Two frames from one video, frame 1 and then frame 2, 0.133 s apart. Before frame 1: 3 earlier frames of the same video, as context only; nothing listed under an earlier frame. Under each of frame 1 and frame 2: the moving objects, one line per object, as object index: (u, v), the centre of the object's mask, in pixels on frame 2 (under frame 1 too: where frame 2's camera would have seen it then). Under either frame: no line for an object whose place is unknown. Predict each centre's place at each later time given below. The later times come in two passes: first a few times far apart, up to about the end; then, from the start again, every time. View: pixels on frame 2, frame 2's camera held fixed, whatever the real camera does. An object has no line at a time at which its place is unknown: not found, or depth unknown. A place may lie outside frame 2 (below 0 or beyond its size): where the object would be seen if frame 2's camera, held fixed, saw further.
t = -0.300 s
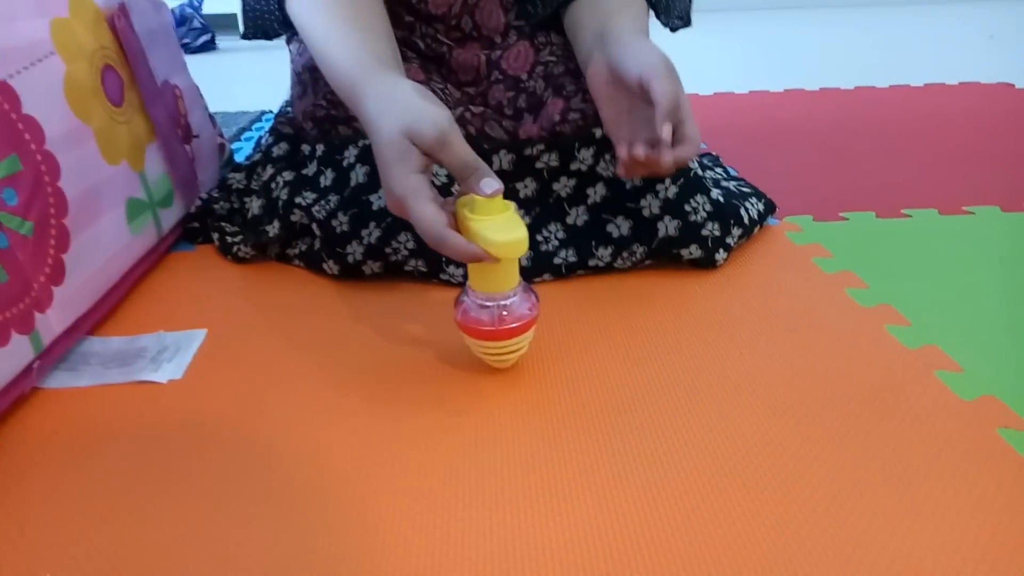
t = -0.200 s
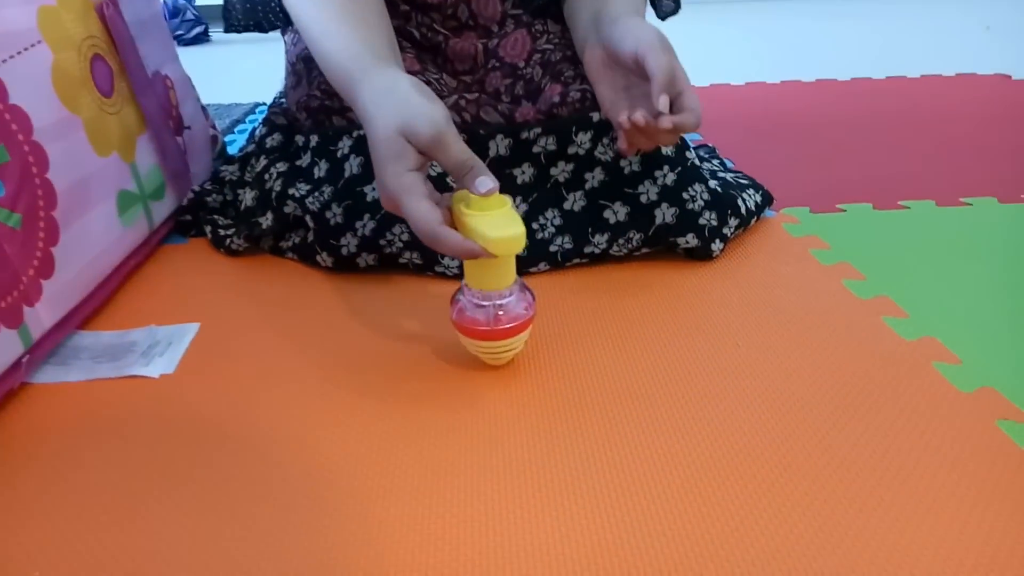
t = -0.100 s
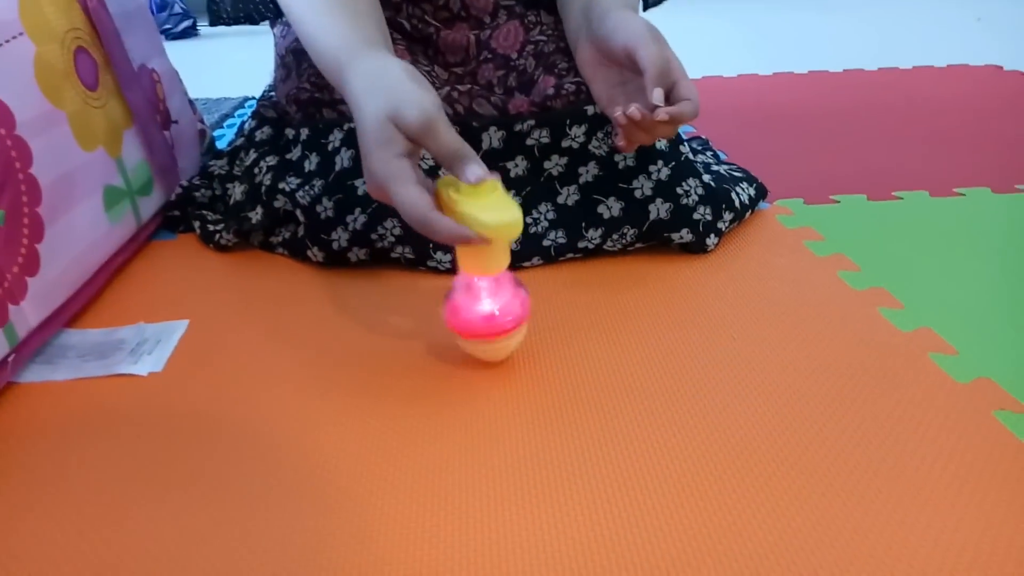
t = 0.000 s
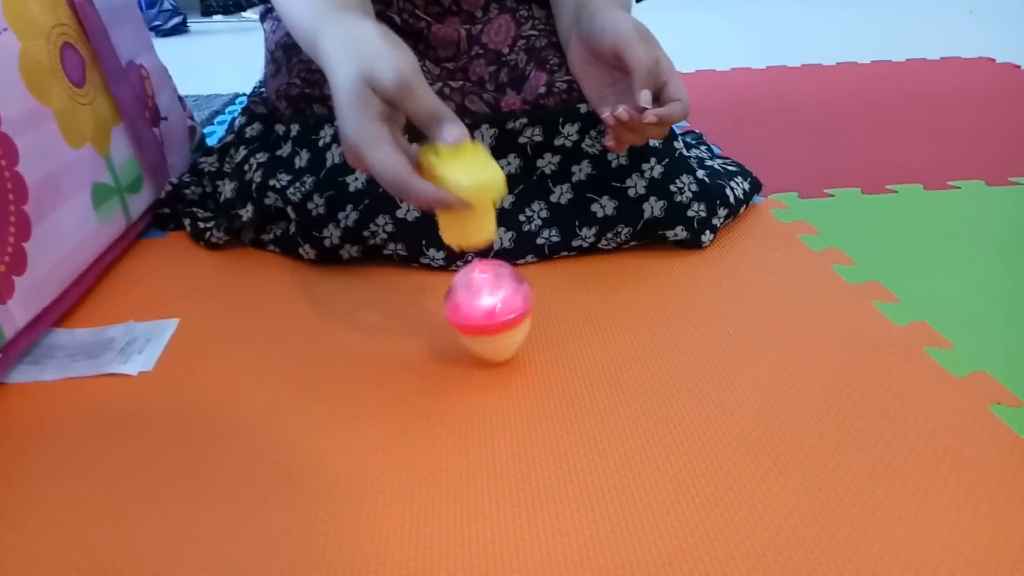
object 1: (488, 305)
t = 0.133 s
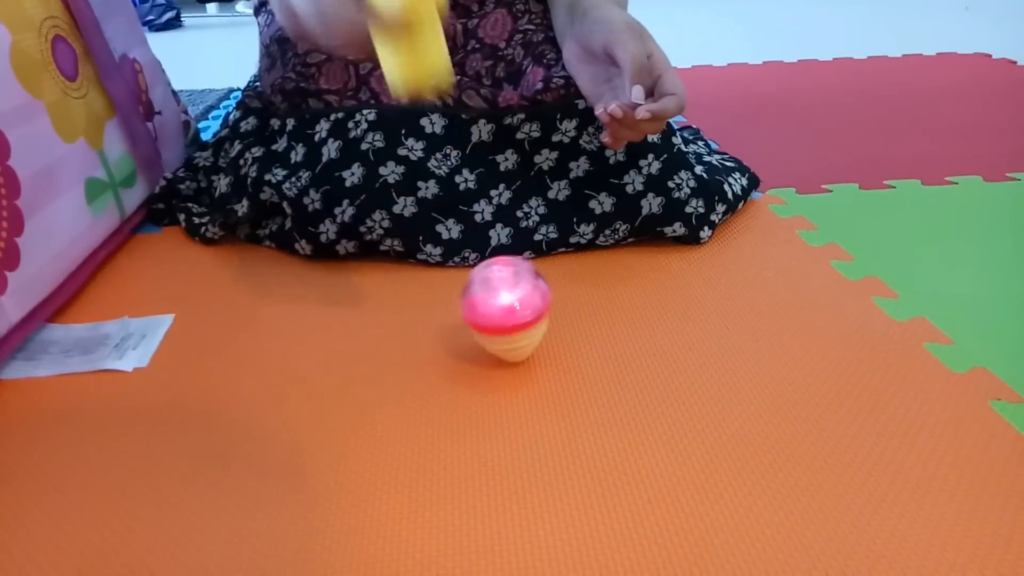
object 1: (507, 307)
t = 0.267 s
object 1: (523, 311)
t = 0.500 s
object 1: (533, 331)
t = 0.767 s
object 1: (533, 350)
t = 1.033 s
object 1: (510, 351)
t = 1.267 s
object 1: (478, 350)
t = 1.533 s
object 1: (455, 346)
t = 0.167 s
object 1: (511, 307)
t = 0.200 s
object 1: (515, 308)
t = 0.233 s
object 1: (519, 309)
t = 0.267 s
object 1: (523, 311)
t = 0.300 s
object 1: (526, 311)
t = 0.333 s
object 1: (527, 314)
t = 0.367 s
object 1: (526, 317)
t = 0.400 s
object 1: (526, 319)
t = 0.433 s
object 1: (528, 323)
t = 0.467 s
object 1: (531, 327)
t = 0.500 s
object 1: (533, 331)
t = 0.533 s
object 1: (534, 335)
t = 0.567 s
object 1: (534, 338)
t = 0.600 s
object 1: (534, 340)
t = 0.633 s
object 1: (534, 342)
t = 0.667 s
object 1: (534, 345)
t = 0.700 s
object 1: (534, 347)
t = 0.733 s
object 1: (534, 348)
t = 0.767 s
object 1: (533, 350)
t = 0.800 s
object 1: (530, 351)
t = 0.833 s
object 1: (530, 351)
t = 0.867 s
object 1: (529, 351)
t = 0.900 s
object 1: (526, 350)
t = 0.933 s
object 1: (523, 349)
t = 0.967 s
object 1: (519, 349)
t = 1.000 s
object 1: (515, 349)
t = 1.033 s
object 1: (510, 351)
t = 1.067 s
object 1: (505, 352)
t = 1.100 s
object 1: (501, 353)
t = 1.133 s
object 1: (498, 352)
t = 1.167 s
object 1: (493, 352)
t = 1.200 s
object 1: (488, 352)
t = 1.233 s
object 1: (483, 351)
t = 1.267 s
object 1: (478, 350)
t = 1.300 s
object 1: (472, 350)
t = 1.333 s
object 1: (469, 349)
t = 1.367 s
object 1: (465, 348)
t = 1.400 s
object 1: (462, 347)
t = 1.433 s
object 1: (458, 346)
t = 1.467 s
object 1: (455, 346)
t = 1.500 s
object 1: (454, 345)
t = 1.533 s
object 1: (455, 346)
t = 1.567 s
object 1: (458, 345)
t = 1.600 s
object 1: (458, 343)
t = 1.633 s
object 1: (457, 342)
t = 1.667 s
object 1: (457, 339)
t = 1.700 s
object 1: (455, 336)
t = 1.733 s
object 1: (453, 334)
